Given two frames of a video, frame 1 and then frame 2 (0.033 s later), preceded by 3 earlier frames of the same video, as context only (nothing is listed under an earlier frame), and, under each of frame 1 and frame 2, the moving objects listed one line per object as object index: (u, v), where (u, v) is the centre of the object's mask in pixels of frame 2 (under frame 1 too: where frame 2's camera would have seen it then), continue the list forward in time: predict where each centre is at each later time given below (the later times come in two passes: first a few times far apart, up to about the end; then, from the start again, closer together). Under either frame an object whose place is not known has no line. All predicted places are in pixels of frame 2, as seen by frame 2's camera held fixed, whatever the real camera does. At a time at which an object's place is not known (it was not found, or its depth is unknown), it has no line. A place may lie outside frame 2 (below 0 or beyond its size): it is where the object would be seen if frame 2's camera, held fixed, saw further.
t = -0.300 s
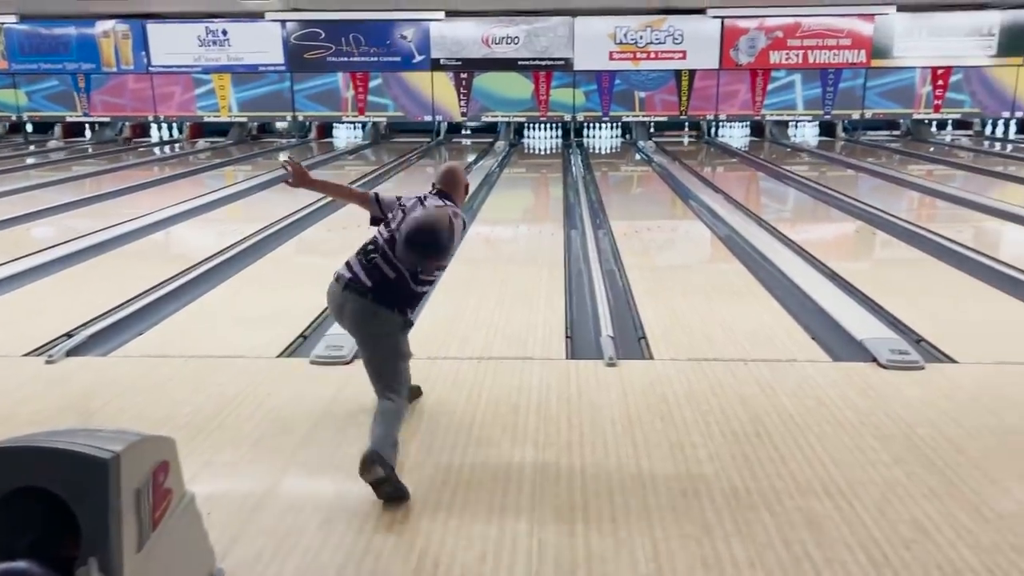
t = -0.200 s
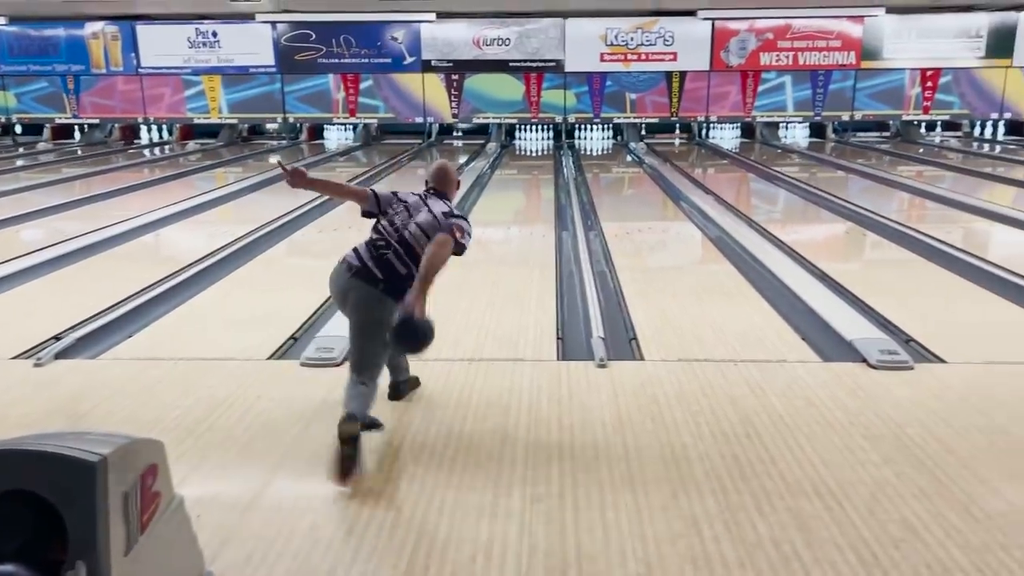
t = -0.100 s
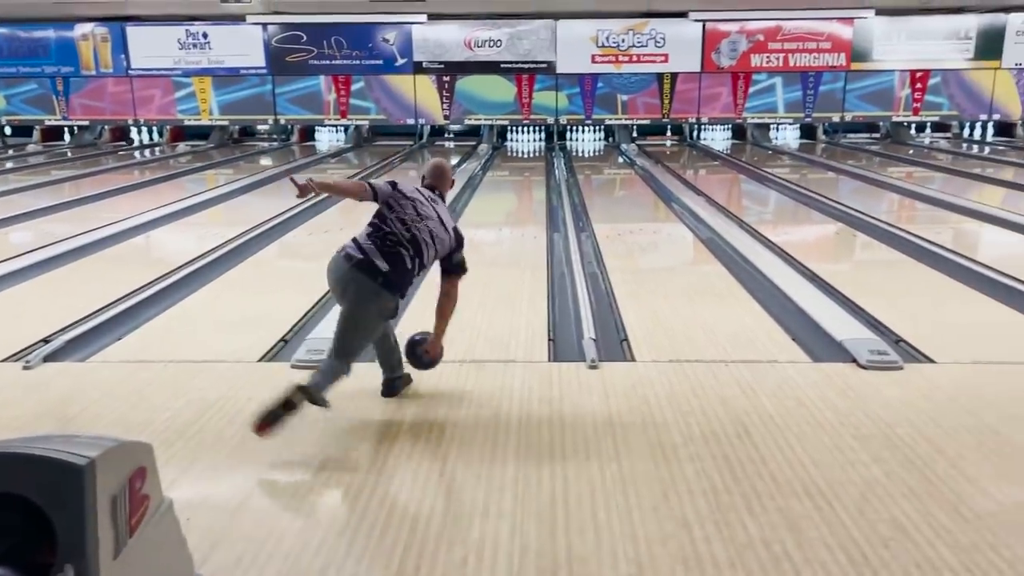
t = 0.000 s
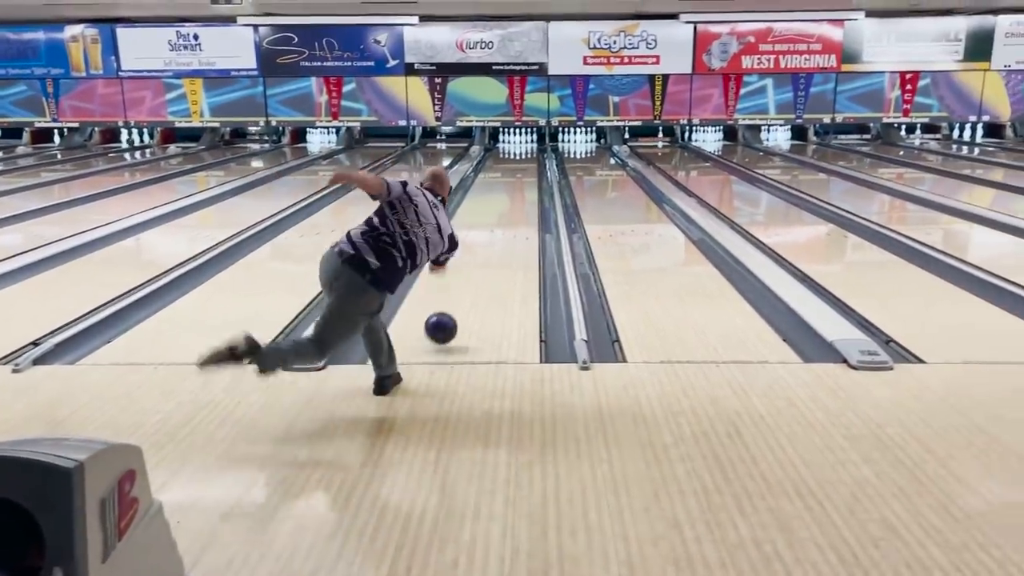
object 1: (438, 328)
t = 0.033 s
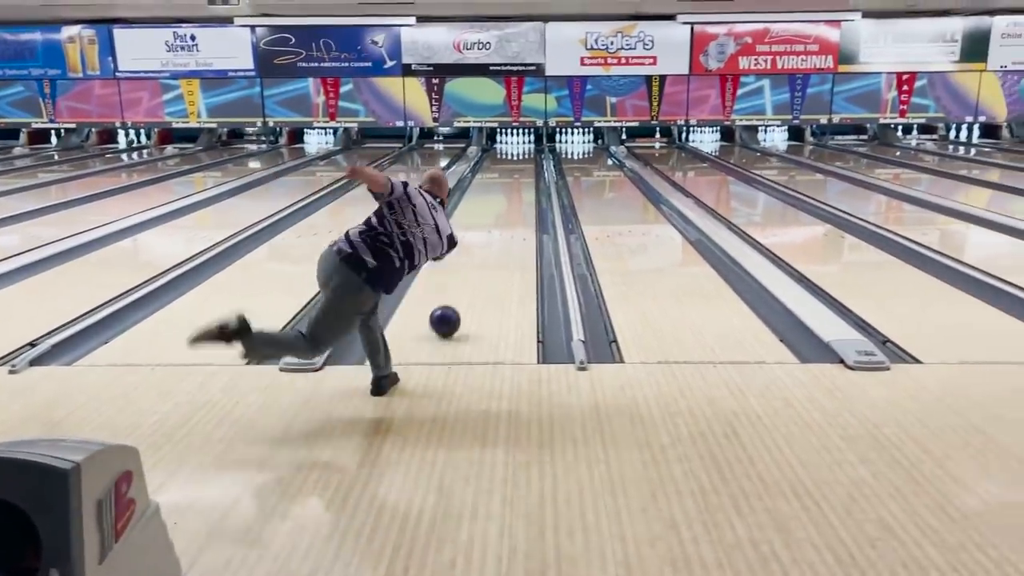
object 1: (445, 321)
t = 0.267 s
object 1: (476, 263)
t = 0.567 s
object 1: (498, 219)
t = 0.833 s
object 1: (509, 195)
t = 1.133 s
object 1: (516, 177)
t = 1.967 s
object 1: (515, 146)
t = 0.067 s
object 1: (451, 311)
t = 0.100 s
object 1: (456, 302)
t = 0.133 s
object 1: (461, 293)
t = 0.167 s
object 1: (465, 284)
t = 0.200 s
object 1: (469, 277)
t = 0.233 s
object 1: (473, 269)
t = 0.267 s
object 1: (476, 263)
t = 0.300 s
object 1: (480, 256)
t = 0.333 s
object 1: (486, 250)
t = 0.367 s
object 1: (485, 245)
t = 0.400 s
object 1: (488, 240)
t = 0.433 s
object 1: (490, 235)
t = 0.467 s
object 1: (492, 231)
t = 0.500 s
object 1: (494, 227)
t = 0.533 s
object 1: (496, 223)
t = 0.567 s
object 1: (498, 219)
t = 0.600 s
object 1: (499, 215)
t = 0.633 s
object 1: (501, 212)
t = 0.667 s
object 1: (503, 209)
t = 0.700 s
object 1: (504, 206)
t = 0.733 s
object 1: (505, 203)
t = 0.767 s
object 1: (506, 200)
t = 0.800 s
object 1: (508, 198)
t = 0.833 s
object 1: (509, 195)
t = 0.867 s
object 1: (510, 193)
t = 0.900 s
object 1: (511, 190)
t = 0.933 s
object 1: (511, 188)
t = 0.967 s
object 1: (512, 186)
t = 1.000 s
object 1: (513, 184)
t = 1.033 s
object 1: (514, 182)
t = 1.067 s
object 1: (514, 180)
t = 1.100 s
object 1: (515, 178)
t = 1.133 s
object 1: (516, 177)
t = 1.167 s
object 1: (516, 175)
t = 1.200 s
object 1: (517, 173)
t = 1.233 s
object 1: (518, 172)
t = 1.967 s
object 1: (515, 146)
